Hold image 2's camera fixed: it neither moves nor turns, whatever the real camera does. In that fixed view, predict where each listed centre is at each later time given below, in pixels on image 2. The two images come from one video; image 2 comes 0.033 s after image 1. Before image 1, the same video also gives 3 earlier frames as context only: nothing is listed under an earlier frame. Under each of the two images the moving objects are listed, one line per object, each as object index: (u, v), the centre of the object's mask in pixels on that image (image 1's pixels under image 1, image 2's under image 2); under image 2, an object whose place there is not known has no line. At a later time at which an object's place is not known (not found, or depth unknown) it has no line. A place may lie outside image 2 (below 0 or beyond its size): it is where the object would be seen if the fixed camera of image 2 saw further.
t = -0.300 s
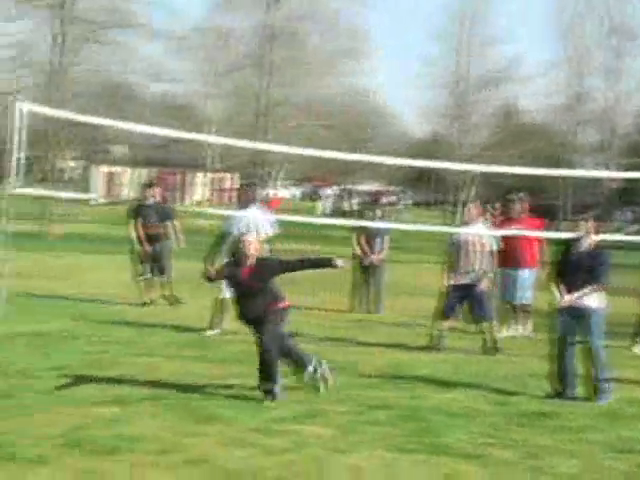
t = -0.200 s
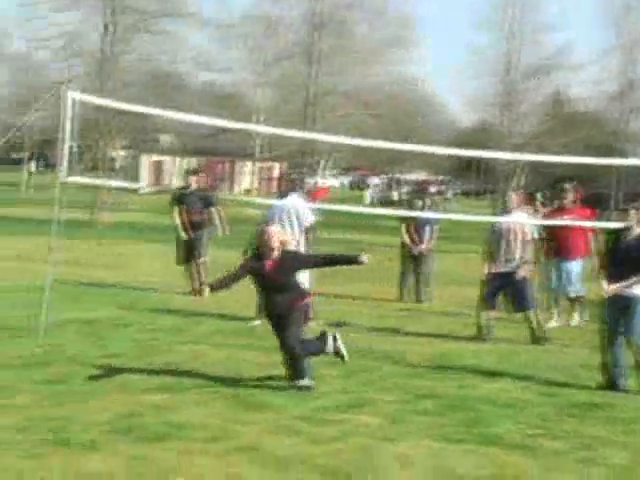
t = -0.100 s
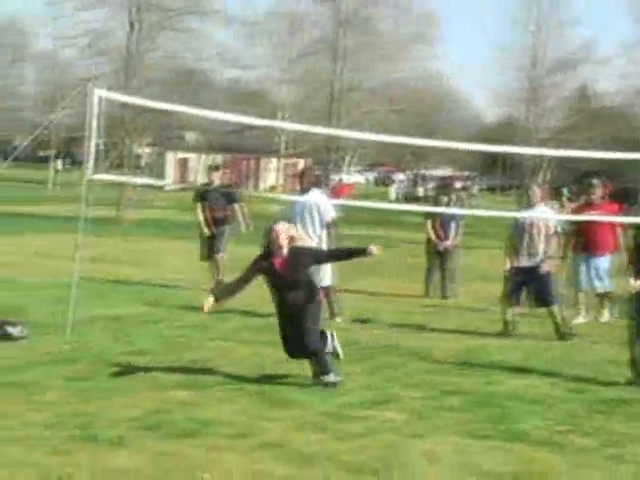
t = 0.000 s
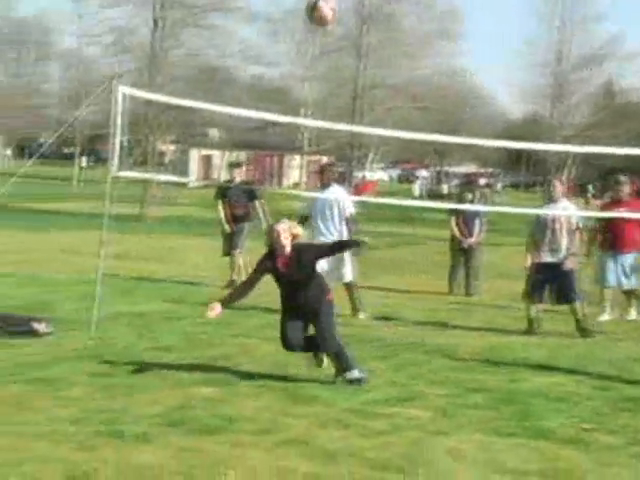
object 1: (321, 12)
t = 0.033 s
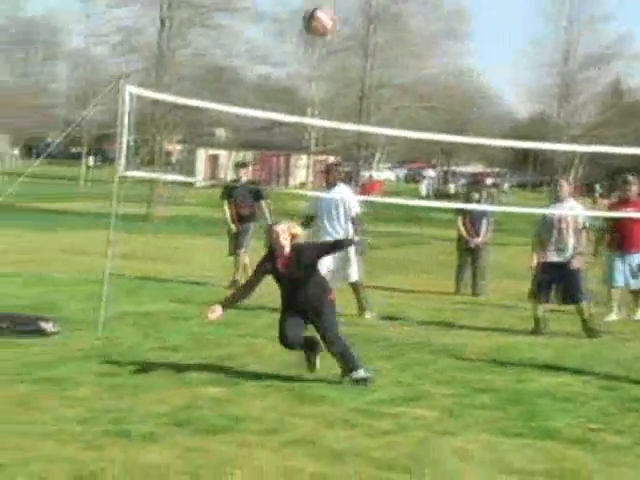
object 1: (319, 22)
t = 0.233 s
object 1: (260, 95)
